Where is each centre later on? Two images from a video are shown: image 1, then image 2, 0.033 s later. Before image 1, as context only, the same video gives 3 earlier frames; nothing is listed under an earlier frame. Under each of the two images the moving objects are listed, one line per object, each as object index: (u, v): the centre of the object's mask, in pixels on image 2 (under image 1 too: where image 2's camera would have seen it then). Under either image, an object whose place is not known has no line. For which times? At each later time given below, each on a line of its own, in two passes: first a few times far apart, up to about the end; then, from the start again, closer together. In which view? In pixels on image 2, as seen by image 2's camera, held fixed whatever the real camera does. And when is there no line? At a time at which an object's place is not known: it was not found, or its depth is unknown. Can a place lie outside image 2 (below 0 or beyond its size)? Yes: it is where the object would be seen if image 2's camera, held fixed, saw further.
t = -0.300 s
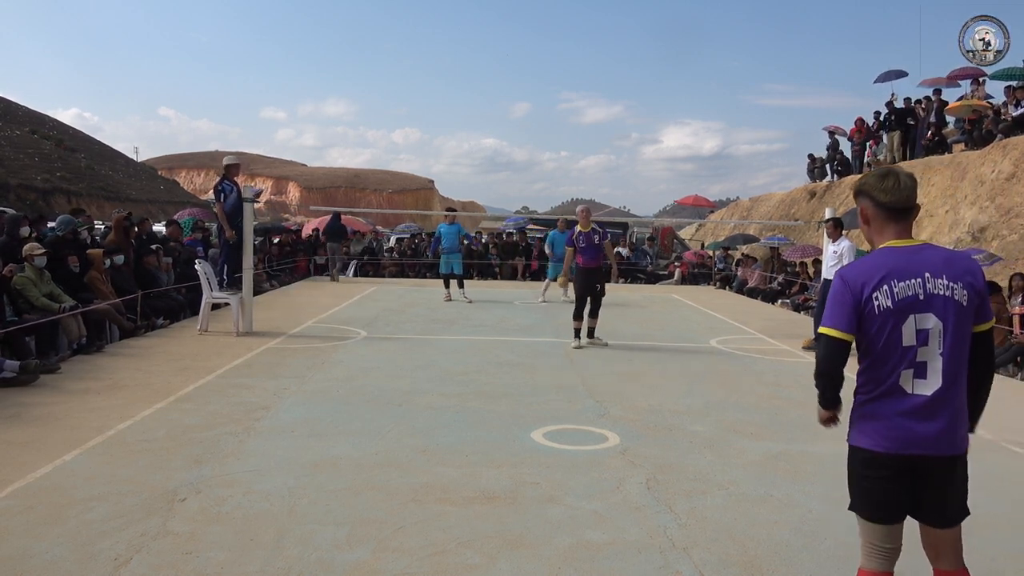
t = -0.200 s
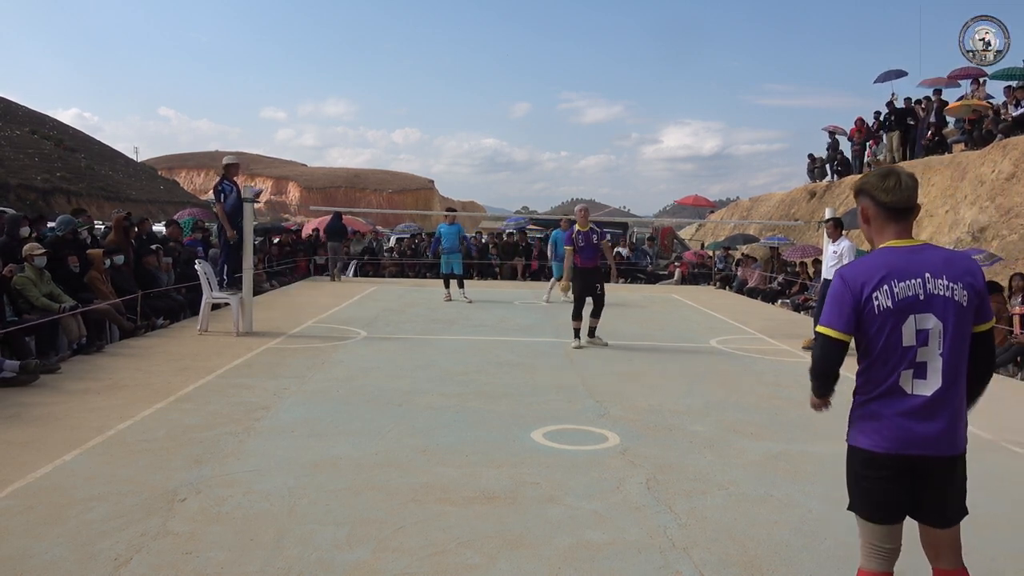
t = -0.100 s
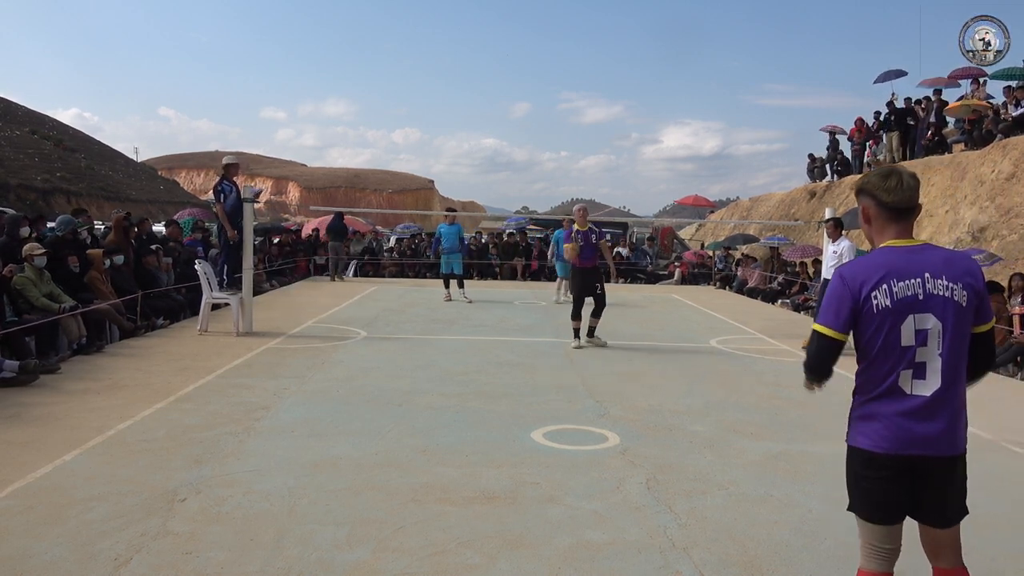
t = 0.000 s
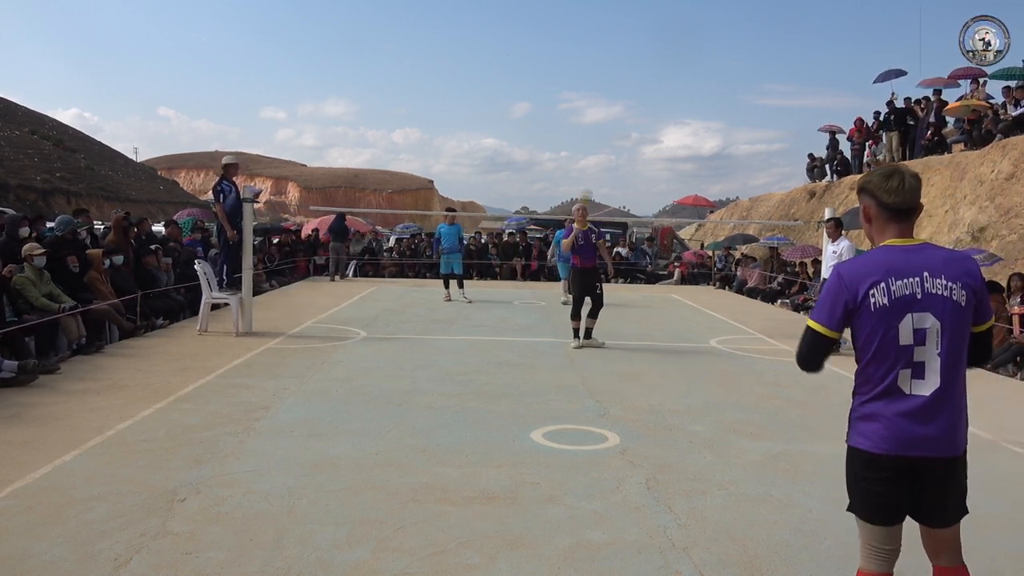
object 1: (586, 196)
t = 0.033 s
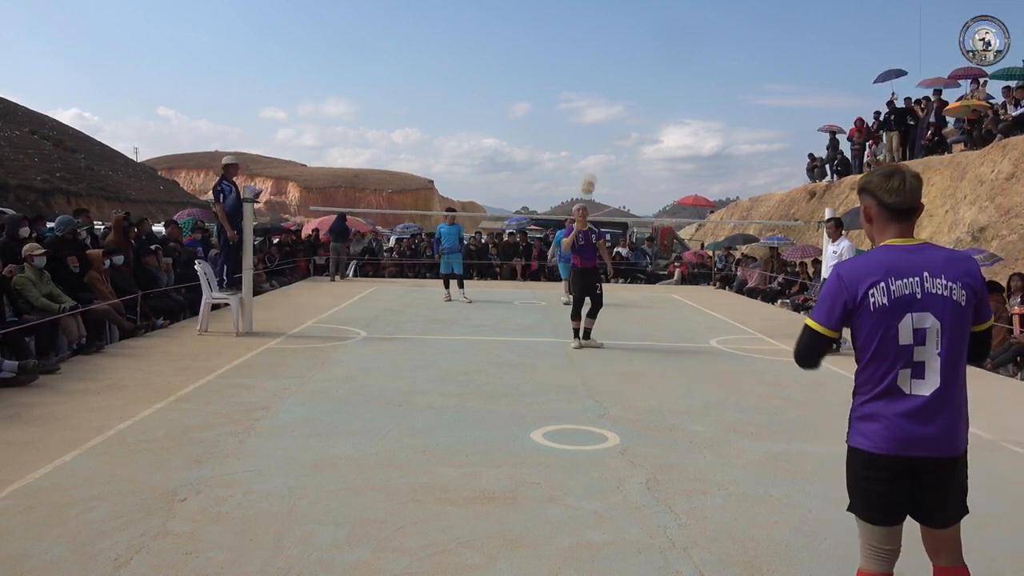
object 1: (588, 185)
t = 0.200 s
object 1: (608, 121)
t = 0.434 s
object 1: (641, 64)
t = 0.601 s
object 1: (671, 67)
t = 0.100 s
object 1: (596, 158)
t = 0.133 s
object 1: (600, 144)
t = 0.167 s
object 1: (604, 133)
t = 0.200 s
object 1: (608, 121)
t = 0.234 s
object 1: (612, 110)
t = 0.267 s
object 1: (617, 100)
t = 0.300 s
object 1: (621, 90)
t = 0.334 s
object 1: (626, 82)
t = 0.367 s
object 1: (631, 75)
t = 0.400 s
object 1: (636, 68)
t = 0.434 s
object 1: (641, 64)
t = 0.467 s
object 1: (646, 61)
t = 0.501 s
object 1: (652, 59)
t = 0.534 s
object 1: (658, 60)
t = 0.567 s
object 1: (664, 63)
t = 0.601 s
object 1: (671, 67)
